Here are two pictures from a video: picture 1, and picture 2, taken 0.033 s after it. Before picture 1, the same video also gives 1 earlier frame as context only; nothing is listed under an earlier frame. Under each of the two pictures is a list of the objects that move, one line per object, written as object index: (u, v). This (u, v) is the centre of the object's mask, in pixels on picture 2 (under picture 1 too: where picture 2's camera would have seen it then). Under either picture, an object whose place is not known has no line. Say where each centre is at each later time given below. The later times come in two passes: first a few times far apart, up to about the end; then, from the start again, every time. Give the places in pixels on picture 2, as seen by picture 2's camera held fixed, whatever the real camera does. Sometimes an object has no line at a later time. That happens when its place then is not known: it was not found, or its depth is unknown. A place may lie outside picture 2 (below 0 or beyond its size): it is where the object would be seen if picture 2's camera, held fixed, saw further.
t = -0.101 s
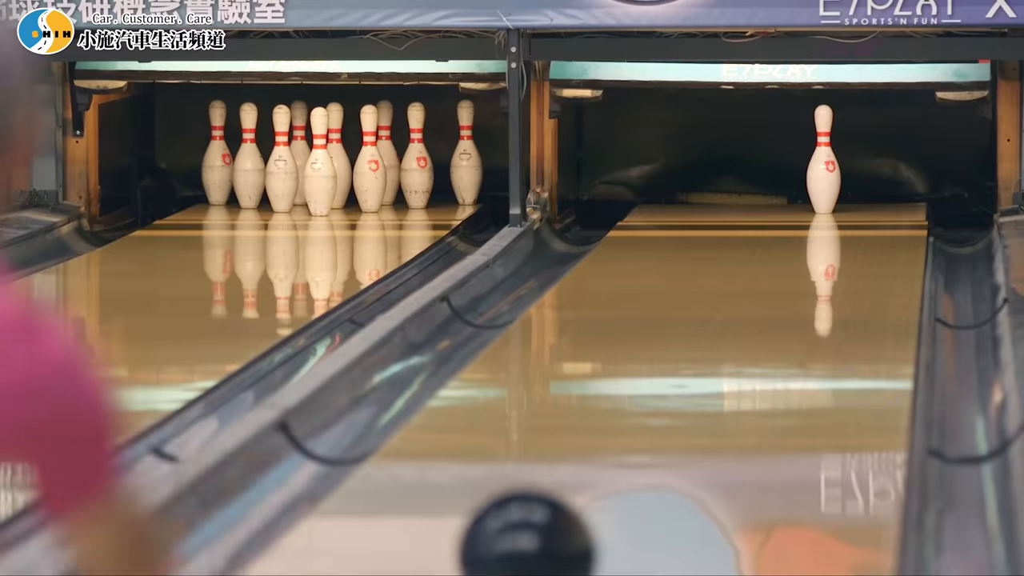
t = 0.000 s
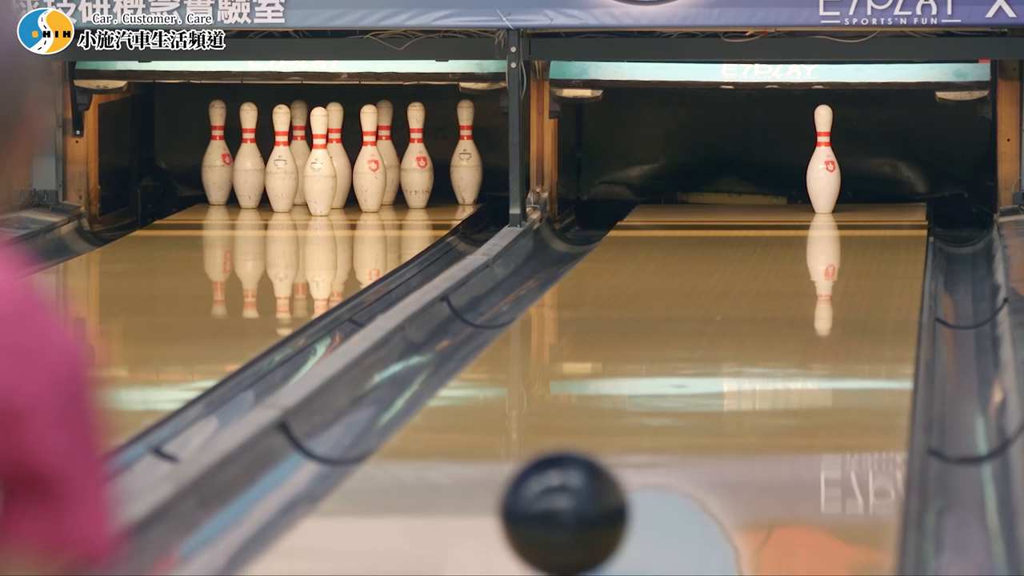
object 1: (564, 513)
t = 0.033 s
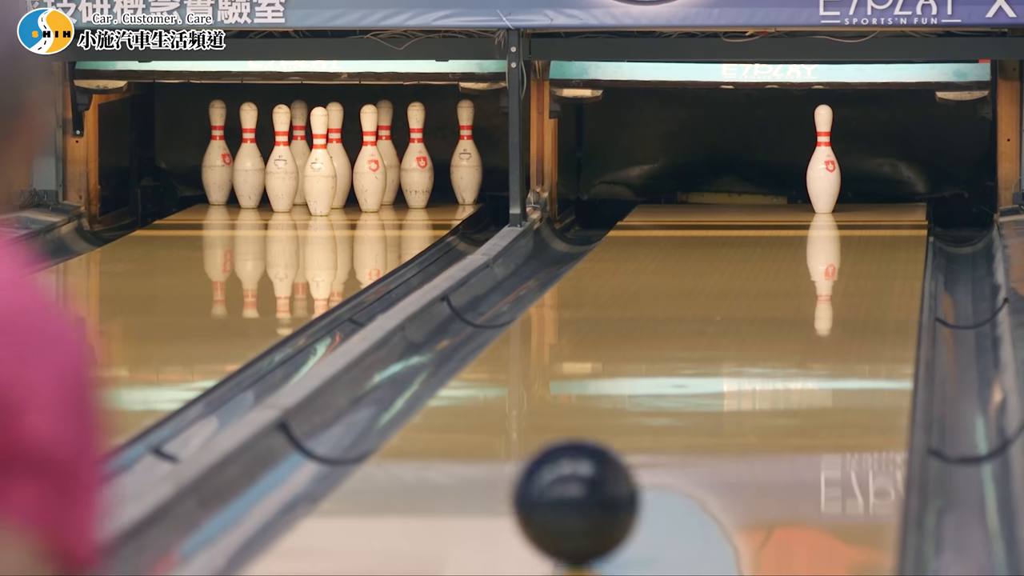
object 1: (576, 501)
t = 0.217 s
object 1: (631, 439)
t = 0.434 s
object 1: (682, 379)
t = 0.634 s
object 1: (719, 335)
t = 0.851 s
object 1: (752, 296)
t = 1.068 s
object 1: (777, 265)
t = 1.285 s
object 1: (799, 239)
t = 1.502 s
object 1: (817, 217)
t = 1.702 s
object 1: (831, 198)
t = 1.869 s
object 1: (843, 185)
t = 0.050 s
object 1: (581, 495)
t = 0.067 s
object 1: (587, 489)
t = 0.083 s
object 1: (592, 482)
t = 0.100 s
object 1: (597, 477)
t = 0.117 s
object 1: (603, 471)
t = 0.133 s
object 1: (607, 465)
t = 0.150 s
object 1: (612, 460)
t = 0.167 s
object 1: (617, 455)
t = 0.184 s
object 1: (622, 450)
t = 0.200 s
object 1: (626, 444)
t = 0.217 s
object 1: (631, 439)
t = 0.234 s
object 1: (636, 434)
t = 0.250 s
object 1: (640, 429)
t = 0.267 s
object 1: (644, 424)
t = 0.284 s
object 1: (648, 419)
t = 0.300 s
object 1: (652, 415)
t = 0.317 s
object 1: (656, 410)
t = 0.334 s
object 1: (660, 405)
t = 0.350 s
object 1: (664, 401)
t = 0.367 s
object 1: (668, 396)
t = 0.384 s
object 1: (671, 392)
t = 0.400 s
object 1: (675, 387)
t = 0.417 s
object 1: (678, 383)
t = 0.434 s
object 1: (682, 379)
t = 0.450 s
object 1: (685, 376)
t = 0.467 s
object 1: (688, 372)
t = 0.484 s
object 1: (692, 368)
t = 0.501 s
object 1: (695, 364)
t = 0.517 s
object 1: (698, 360)
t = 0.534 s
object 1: (701, 356)
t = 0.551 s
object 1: (704, 353)
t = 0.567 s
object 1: (707, 349)
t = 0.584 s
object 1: (710, 345)
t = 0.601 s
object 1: (713, 342)
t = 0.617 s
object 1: (716, 338)
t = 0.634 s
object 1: (719, 335)
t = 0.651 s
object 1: (722, 332)
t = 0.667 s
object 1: (725, 329)
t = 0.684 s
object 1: (727, 326)
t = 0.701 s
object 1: (730, 323)
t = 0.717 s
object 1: (732, 319)
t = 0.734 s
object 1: (735, 316)
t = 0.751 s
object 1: (737, 313)
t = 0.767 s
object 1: (740, 310)
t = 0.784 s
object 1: (742, 307)
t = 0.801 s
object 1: (745, 304)
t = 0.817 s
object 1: (747, 302)
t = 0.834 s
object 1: (749, 299)
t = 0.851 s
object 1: (752, 296)
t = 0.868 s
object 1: (754, 293)
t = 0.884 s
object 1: (756, 291)
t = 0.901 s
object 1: (758, 289)
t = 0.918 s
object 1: (760, 286)
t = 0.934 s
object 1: (762, 283)
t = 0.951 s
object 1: (764, 281)
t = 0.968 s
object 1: (766, 279)
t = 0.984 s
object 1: (768, 276)
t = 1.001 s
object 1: (770, 274)
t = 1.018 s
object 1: (772, 272)
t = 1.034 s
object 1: (774, 269)
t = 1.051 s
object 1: (776, 267)
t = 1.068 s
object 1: (777, 265)
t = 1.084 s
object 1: (779, 263)
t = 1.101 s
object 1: (781, 260)
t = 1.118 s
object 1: (783, 258)
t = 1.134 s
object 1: (785, 256)
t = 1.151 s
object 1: (786, 255)
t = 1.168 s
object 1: (788, 253)
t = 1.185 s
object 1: (790, 250)
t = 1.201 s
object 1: (791, 249)
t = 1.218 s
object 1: (793, 246)
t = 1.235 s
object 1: (795, 245)
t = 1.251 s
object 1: (796, 243)
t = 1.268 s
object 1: (798, 241)
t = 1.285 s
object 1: (799, 239)
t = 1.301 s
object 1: (801, 237)
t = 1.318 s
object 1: (802, 235)
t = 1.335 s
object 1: (804, 234)
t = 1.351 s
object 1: (805, 232)
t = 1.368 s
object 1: (807, 230)
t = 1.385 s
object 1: (808, 229)
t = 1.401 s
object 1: (810, 227)
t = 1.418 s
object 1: (811, 225)
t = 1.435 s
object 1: (812, 223)
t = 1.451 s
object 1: (813, 222)
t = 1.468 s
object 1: (814, 220)
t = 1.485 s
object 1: (816, 219)
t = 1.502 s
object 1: (817, 217)
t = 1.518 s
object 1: (818, 215)
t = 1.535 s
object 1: (819, 214)
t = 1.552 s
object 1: (820, 212)
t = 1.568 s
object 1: (822, 210)
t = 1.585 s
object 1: (823, 209)
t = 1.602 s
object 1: (825, 207)
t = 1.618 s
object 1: (826, 206)
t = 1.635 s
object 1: (827, 204)
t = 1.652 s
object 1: (828, 202)
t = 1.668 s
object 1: (829, 201)
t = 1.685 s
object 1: (830, 199)
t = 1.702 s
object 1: (831, 198)
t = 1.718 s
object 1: (832, 196)
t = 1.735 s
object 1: (833, 195)
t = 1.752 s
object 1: (834, 193)
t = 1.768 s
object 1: (835, 192)
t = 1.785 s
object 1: (836, 191)
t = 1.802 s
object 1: (836, 189)
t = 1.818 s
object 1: (838, 188)
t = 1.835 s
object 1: (838, 187)
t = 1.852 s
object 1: (839, 186)
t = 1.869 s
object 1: (843, 185)
